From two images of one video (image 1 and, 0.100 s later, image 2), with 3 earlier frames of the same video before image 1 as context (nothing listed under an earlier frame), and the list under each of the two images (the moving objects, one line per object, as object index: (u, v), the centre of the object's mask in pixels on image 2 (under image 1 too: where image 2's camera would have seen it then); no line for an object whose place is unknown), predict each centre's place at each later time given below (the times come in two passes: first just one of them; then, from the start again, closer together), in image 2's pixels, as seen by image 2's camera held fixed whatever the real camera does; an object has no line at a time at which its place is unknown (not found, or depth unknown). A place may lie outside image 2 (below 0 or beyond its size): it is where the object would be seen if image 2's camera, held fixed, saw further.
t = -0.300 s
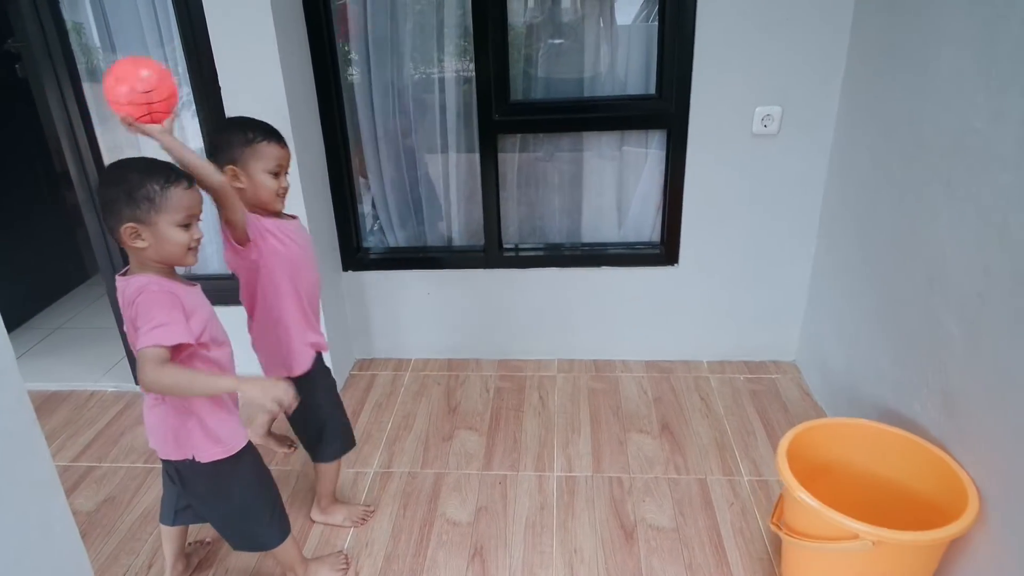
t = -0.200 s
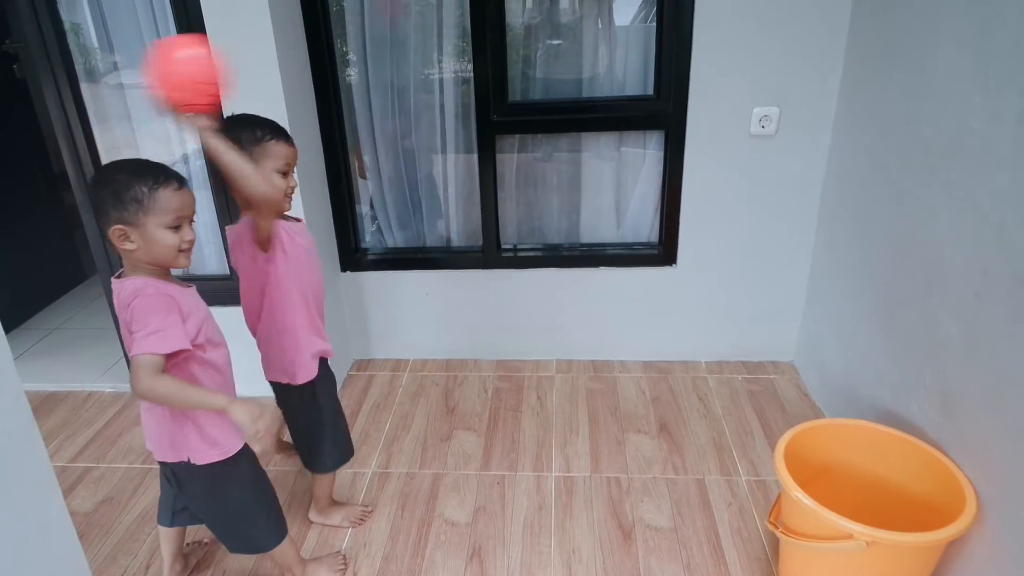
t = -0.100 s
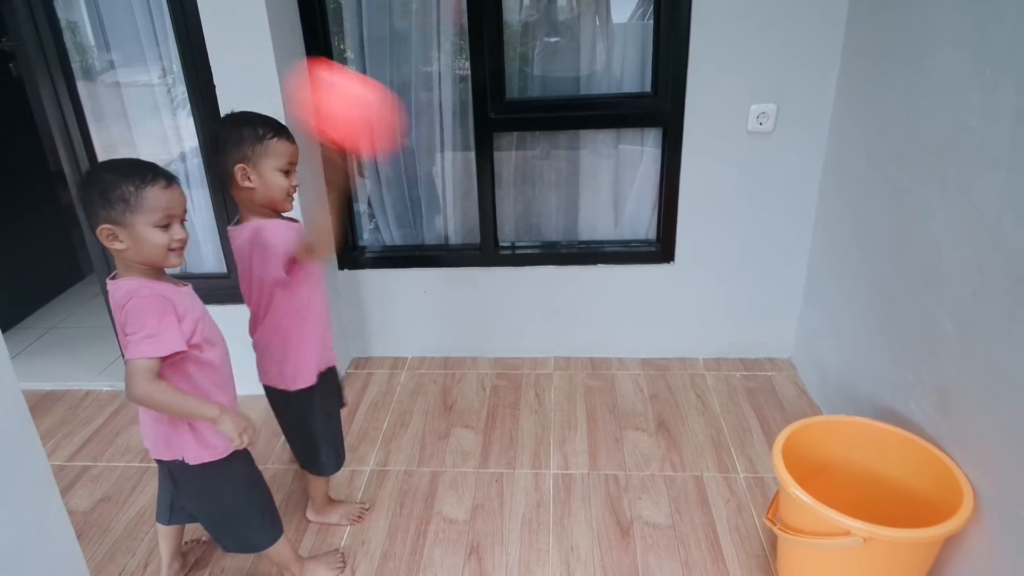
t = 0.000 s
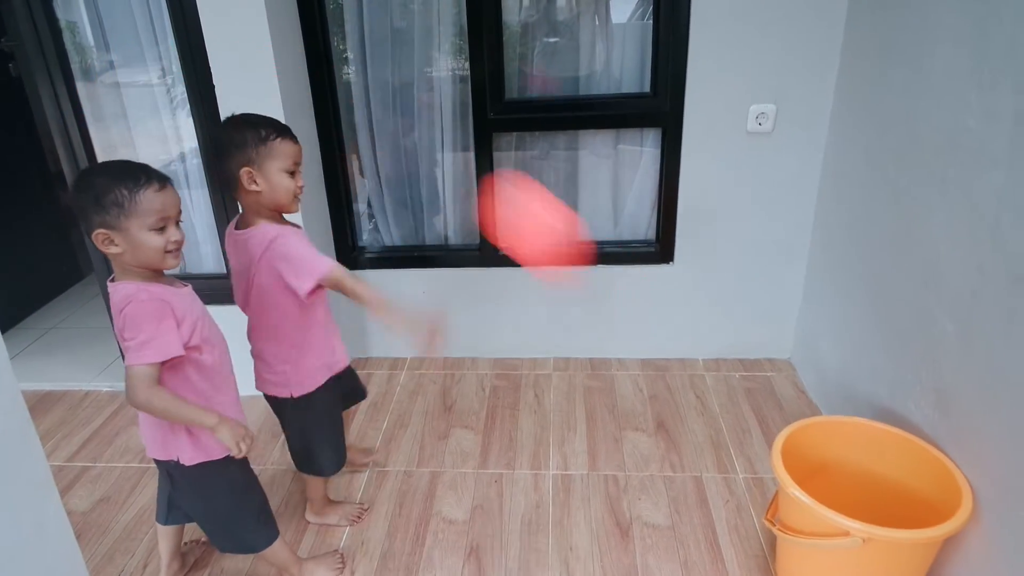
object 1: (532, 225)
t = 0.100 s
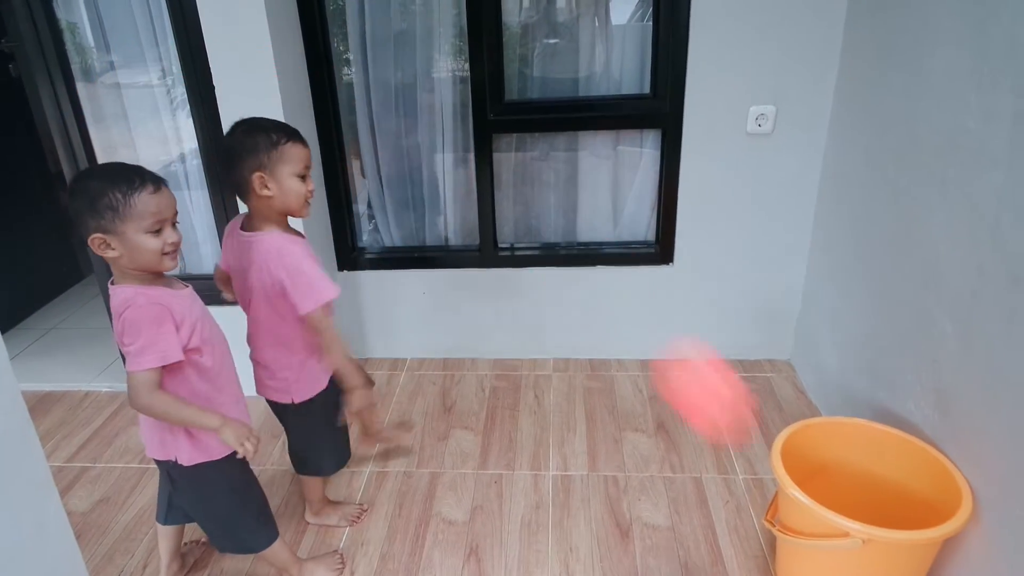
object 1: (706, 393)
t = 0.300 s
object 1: (644, 534)
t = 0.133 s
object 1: (751, 445)
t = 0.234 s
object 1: (711, 495)
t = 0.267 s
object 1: (678, 514)
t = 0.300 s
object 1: (644, 534)
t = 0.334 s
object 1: (608, 548)
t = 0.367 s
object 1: (569, 564)
